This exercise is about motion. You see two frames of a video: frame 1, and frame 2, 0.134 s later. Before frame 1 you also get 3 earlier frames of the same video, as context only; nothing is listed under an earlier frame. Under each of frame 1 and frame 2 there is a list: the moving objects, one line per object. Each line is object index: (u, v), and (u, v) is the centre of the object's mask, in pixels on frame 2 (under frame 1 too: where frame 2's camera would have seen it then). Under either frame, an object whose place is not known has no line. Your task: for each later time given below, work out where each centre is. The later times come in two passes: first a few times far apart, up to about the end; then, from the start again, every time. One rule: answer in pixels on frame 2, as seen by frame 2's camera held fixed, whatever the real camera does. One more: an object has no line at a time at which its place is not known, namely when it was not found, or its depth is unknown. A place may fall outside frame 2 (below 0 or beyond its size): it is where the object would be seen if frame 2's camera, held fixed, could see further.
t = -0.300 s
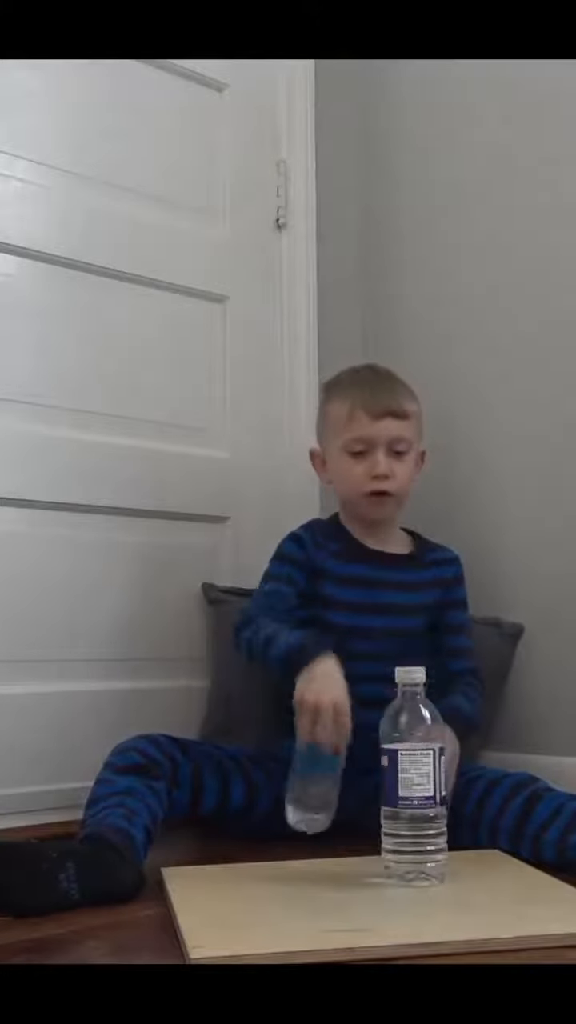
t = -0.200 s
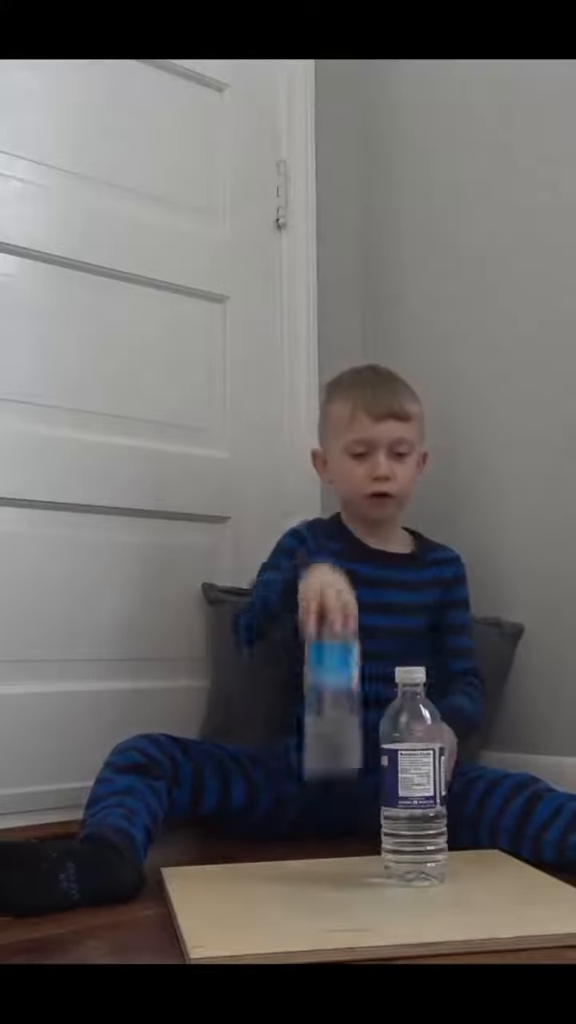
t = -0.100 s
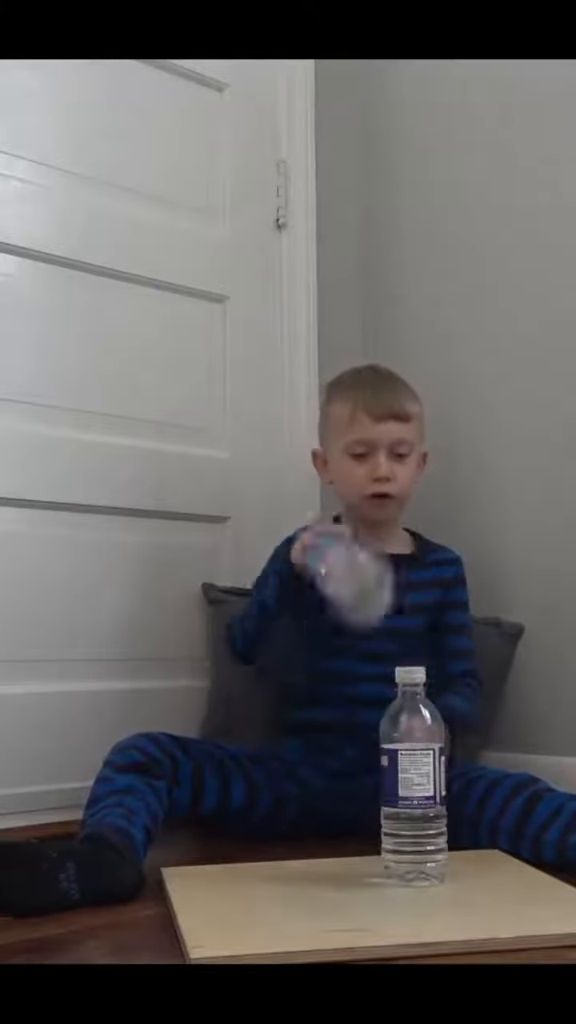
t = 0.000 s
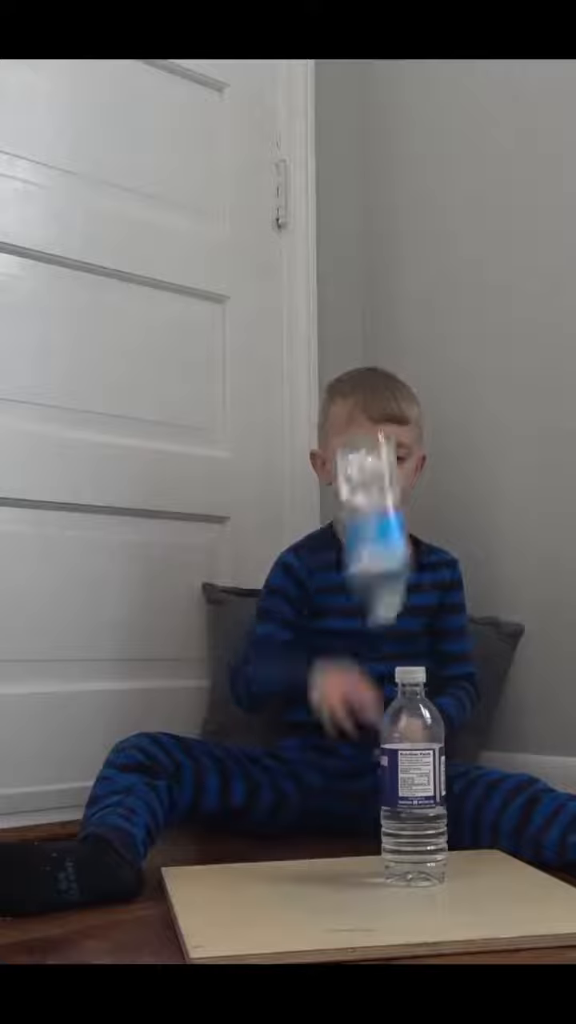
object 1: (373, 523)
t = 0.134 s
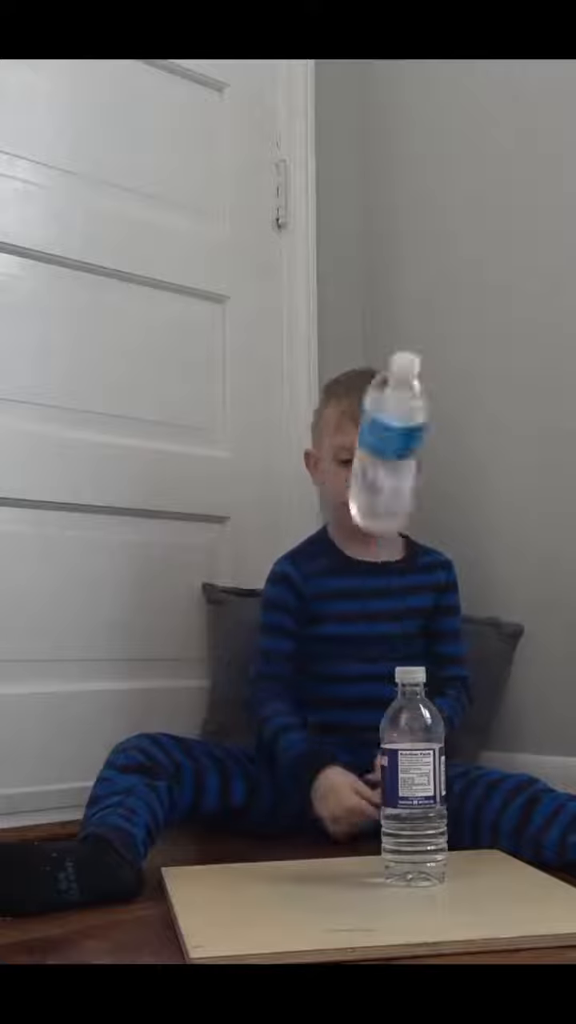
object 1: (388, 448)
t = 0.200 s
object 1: (394, 511)
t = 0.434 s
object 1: (409, 579)
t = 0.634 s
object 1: (408, 578)
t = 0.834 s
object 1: (408, 578)
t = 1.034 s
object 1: (409, 578)
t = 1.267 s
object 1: (409, 578)
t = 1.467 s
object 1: (408, 578)
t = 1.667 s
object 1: (408, 578)
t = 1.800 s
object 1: (408, 578)
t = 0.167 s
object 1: (391, 472)
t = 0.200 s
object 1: (394, 511)
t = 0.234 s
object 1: (399, 566)
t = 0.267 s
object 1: (401, 580)
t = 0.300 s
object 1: (404, 579)
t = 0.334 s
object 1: (407, 579)
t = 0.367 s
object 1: (410, 579)
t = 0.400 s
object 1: (410, 579)
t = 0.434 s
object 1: (409, 579)
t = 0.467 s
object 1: (407, 578)
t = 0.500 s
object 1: (408, 578)
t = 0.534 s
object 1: (409, 578)
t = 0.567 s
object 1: (409, 578)
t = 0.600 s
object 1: (408, 578)
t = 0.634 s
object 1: (408, 578)
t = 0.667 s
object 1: (408, 578)
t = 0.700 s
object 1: (409, 578)
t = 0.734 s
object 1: (409, 578)
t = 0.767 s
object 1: (409, 578)
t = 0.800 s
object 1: (409, 578)
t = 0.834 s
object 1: (408, 578)
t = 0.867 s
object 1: (408, 578)
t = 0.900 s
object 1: (408, 578)
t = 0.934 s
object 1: (408, 578)
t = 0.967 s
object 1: (408, 578)
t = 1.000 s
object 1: (409, 578)
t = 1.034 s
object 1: (409, 578)
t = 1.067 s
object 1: (408, 578)
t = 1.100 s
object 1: (408, 578)
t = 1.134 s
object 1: (408, 578)
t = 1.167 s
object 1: (408, 578)
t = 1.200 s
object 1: (408, 578)
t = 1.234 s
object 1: (409, 578)
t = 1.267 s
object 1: (409, 578)
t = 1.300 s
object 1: (408, 578)
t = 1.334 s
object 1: (408, 578)
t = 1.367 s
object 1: (408, 578)
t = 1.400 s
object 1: (408, 578)
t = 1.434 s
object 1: (408, 578)
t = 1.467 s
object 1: (408, 578)
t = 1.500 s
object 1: (408, 578)
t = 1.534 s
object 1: (408, 578)
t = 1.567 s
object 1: (408, 578)
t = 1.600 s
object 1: (408, 578)
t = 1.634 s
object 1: (408, 578)
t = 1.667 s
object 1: (408, 578)
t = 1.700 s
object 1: (408, 578)
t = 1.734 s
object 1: (408, 578)
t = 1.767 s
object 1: (408, 578)
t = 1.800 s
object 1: (408, 578)
